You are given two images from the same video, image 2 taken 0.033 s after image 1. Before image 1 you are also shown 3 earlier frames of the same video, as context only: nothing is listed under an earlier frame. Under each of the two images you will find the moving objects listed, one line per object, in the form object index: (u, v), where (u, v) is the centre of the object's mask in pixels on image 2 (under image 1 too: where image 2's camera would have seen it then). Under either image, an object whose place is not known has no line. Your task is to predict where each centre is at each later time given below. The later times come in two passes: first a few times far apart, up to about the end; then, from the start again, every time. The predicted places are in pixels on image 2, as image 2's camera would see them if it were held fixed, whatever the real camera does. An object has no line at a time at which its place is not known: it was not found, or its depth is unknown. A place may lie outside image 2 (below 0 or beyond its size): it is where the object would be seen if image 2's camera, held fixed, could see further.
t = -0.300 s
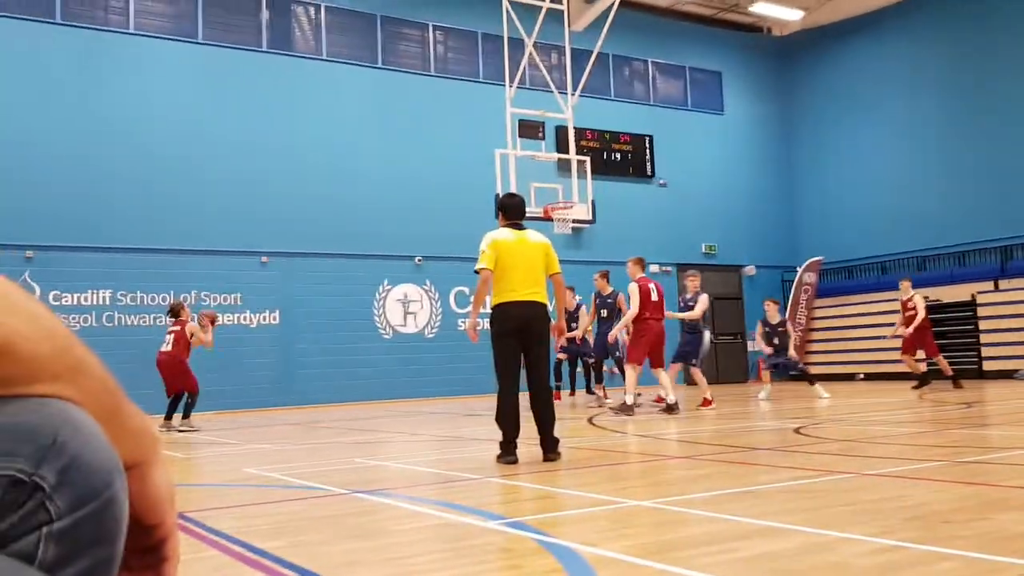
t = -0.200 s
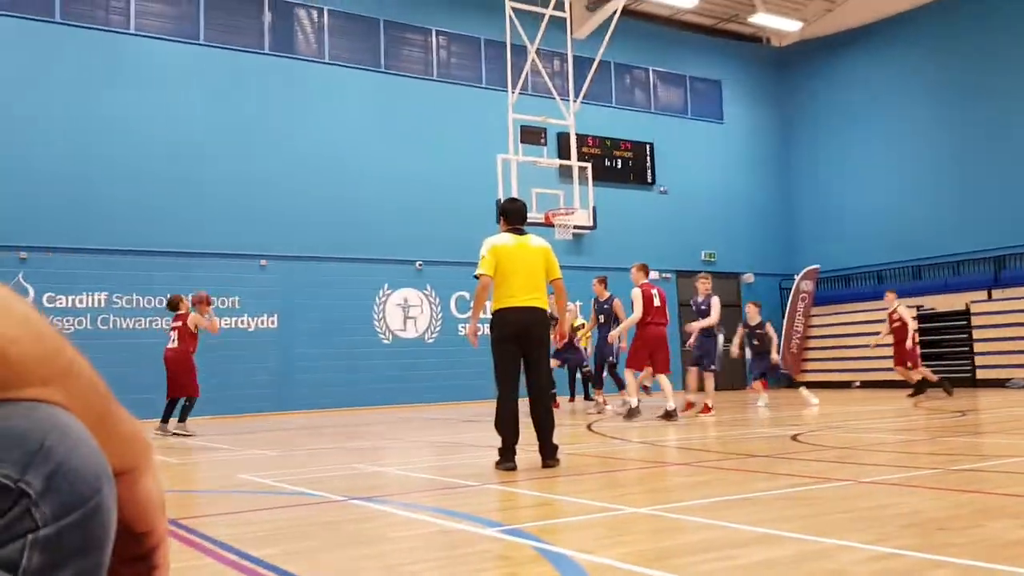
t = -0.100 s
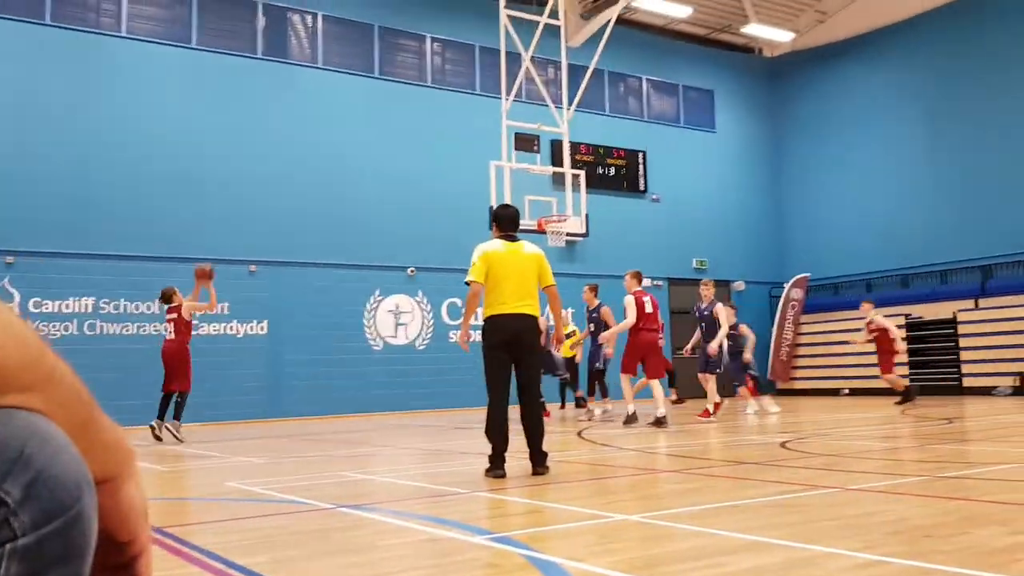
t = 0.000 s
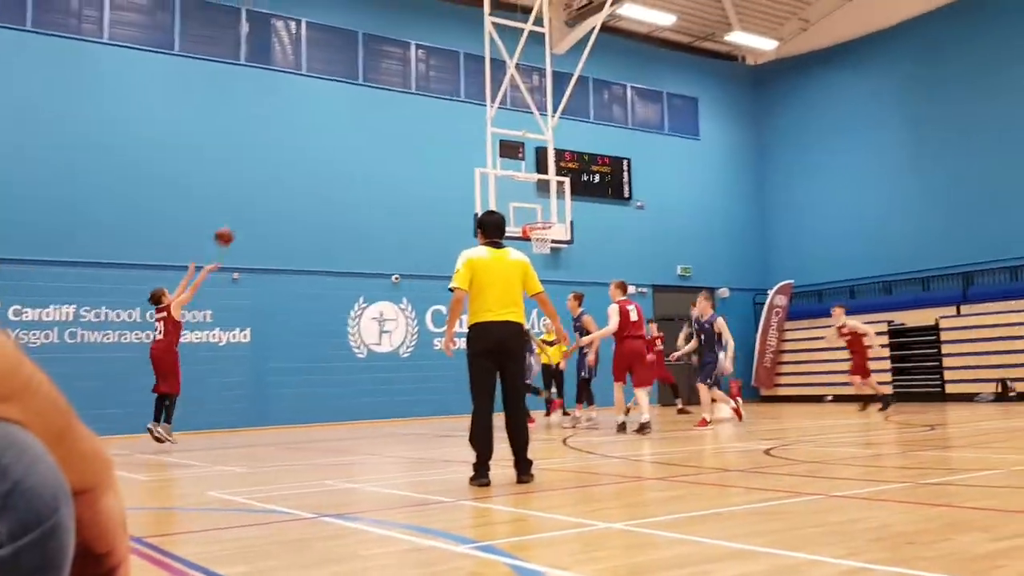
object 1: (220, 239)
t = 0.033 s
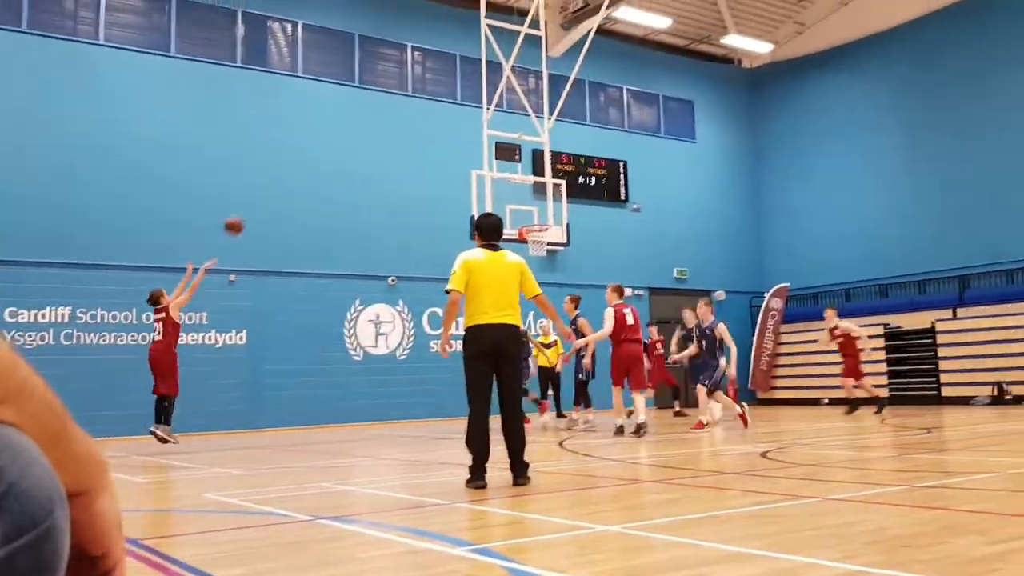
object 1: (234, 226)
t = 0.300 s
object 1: (335, 158)
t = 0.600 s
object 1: (432, 146)
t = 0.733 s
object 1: (471, 159)
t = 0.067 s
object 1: (248, 214)
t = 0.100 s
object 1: (261, 203)
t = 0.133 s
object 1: (274, 194)
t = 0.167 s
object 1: (287, 185)
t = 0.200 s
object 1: (299, 176)
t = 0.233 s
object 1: (311, 169)
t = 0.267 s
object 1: (323, 163)
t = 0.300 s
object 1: (335, 158)
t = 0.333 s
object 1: (346, 153)
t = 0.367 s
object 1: (358, 150)
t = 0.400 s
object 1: (369, 147)
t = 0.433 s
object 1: (380, 145)
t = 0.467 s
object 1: (390, 144)
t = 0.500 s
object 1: (401, 143)
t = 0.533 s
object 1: (411, 143)
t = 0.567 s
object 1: (421, 144)
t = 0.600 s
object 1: (432, 146)
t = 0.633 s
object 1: (441, 148)
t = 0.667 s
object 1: (451, 151)
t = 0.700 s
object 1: (462, 155)
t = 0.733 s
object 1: (471, 159)
